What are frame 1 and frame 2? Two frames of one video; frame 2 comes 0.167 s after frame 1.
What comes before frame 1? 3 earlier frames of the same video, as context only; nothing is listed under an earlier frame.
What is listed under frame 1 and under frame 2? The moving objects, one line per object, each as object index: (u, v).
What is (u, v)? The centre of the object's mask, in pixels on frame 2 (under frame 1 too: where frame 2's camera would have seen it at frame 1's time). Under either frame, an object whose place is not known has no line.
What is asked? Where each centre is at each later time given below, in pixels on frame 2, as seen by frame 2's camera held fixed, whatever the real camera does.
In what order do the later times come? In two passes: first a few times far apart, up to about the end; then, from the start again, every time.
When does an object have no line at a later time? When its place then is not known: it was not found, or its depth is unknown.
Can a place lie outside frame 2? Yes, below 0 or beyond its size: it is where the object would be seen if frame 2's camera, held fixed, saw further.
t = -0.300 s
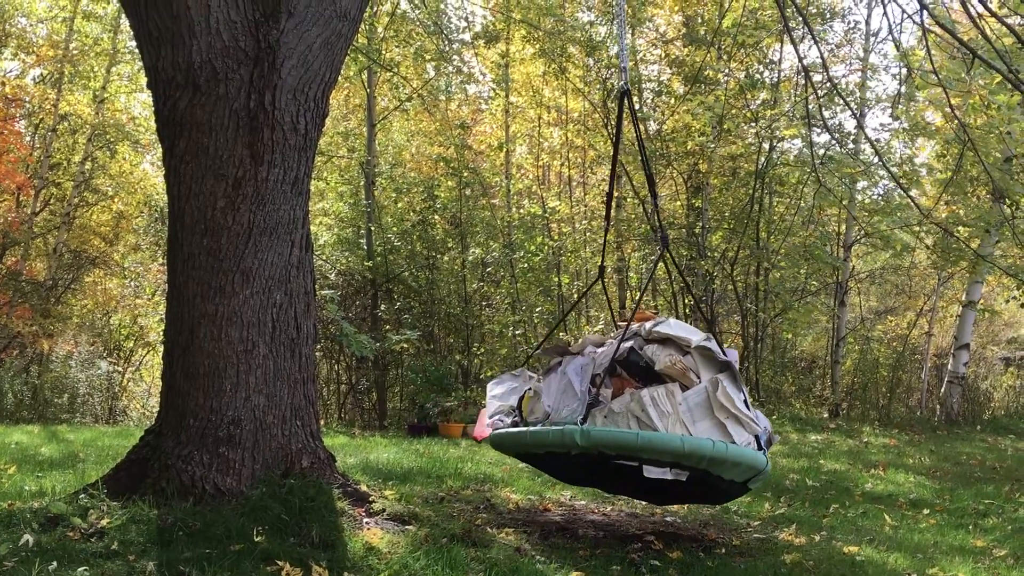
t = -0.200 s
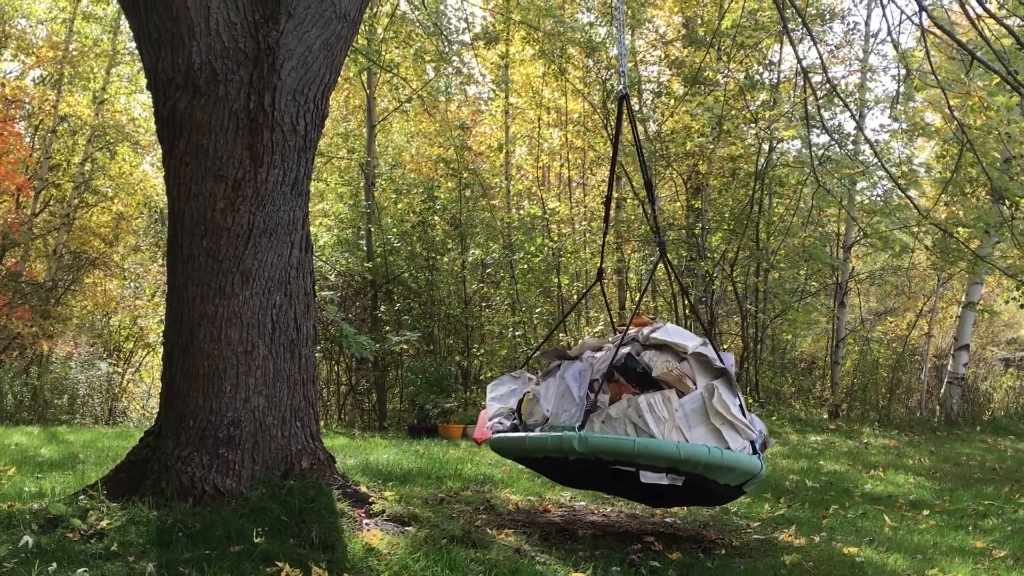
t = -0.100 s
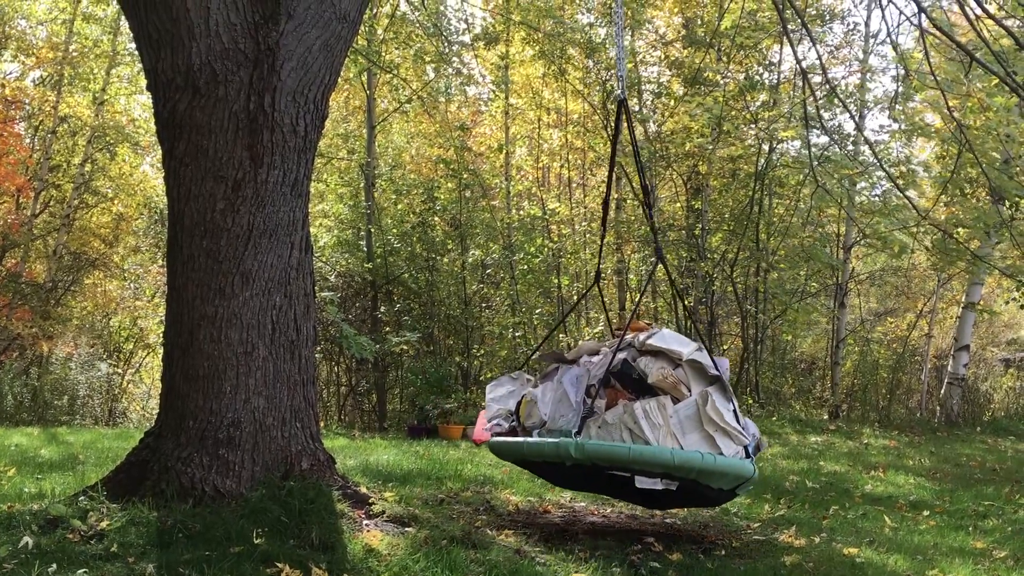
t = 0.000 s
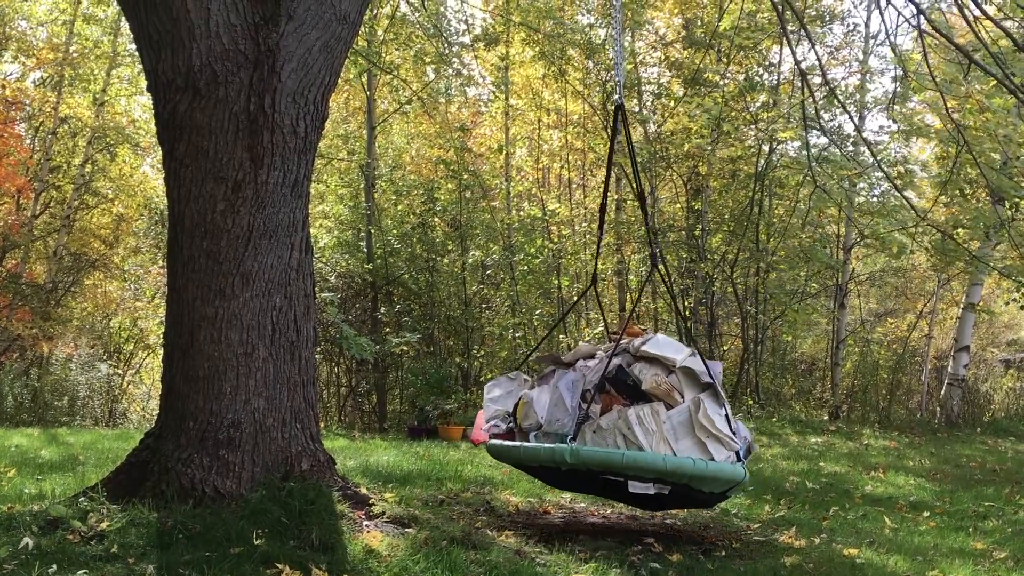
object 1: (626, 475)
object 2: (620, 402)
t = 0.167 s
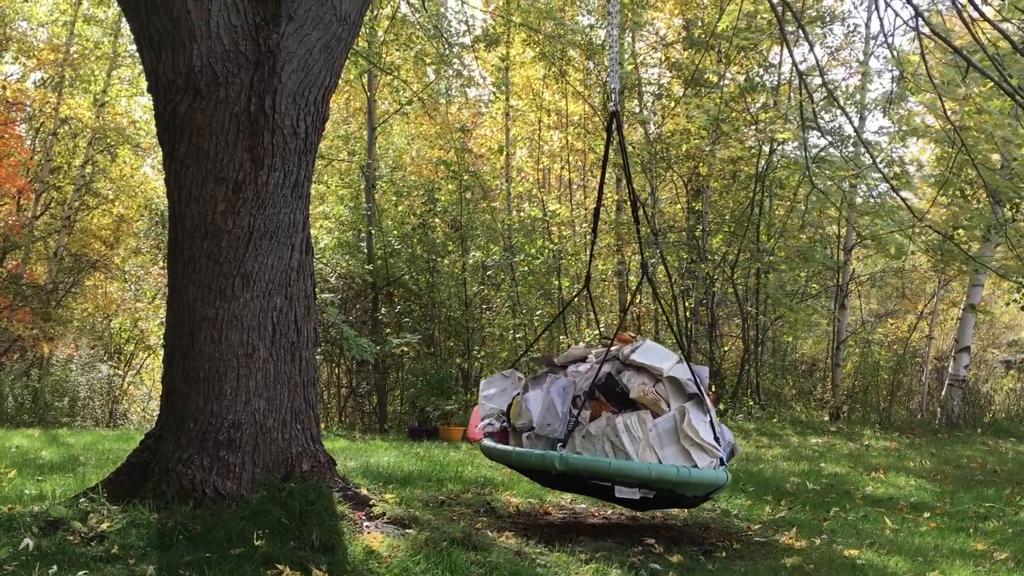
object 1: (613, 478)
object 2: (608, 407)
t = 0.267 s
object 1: (605, 478)
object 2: (601, 407)
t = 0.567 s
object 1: (576, 469)
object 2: (571, 404)
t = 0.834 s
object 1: (554, 460)
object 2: (559, 397)
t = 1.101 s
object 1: (540, 457)
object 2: (543, 395)
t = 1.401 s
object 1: (540, 463)
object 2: (546, 399)
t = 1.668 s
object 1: (552, 472)
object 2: (554, 404)
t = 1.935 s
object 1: (571, 476)
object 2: (572, 405)
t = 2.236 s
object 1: (600, 472)
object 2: (599, 397)
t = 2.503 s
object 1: (624, 465)
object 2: (622, 388)
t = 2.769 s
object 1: (639, 463)
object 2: (635, 386)
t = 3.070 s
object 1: (639, 470)
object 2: (633, 395)
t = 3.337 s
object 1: (623, 477)
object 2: (618, 405)
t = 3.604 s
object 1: (600, 477)
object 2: (596, 408)
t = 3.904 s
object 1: (570, 468)
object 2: (571, 403)
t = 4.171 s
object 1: (548, 460)
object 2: (549, 397)
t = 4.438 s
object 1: (538, 458)
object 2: (546, 396)
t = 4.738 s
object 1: (539, 465)
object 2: (545, 400)
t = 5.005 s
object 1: (553, 474)
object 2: (550, 405)
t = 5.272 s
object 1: (575, 476)
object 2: (576, 405)
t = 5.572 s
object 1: (606, 471)
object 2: (605, 396)
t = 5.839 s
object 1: (630, 465)
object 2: (627, 388)
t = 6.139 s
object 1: (643, 466)
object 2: (638, 389)
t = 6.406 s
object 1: (638, 473)
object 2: (632, 398)
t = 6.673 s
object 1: (619, 478)
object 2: (615, 406)
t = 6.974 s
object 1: (590, 475)
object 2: (588, 407)
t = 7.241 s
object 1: (563, 466)
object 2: (566, 402)
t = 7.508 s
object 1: (543, 460)
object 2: (545, 397)
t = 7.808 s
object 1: (533, 460)
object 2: (542, 398)
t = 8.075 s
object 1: (538, 467)
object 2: (543, 402)
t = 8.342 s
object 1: (555, 475)
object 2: (558, 406)
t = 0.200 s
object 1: (610, 478)
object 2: (606, 407)
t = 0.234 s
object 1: (607, 478)
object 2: (602, 407)
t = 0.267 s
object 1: (605, 478)
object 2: (601, 407)
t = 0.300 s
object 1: (601, 477)
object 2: (598, 408)
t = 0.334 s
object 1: (598, 477)
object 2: (594, 408)
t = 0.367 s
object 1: (595, 476)
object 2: (592, 407)
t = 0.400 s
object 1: (592, 475)
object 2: (589, 407)
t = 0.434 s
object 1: (588, 474)
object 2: (586, 407)
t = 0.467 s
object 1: (585, 472)
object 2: (584, 406)
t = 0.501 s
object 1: (583, 472)
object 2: (576, 405)
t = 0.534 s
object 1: (579, 471)
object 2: (573, 405)
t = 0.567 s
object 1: (576, 469)
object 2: (571, 404)
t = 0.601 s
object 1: (572, 468)
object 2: (569, 403)
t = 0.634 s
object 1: (570, 467)
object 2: (566, 402)
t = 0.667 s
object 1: (567, 466)
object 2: (569, 401)
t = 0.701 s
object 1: (565, 465)
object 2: (561, 400)
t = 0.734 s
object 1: (562, 464)
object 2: (565, 400)
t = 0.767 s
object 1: (559, 463)
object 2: (563, 399)
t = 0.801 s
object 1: (556, 461)
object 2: (561, 398)
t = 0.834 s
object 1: (554, 460)
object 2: (559, 397)
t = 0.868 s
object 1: (551, 460)
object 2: (557, 397)
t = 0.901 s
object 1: (550, 459)
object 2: (550, 396)
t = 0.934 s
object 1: (548, 458)
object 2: (554, 396)
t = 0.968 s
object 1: (546, 458)
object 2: (548, 395)
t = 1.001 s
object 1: (544, 457)
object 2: (546, 395)
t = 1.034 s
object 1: (543, 457)
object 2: (545, 394)
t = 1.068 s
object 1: (542, 457)
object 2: (544, 395)
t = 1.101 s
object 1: (540, 457)
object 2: (543, 395)
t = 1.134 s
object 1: (540, 457)
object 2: (548, 395)
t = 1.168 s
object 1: (539, 457)
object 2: (542, 395)
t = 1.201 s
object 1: (538, 458)
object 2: (547, 396)
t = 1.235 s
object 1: (538, 458)
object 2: (547, 396)
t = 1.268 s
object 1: (538, 459)
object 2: (546, 396)
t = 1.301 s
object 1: (538, 460)
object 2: (546, 397)
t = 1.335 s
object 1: (537, 460)
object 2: (546, 398)
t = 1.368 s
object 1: (539, 462)
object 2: (540, 398)
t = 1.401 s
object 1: (540, 463)
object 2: (546, 399)
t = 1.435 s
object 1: (540, 463)
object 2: (546, 400)
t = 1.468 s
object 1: (540, 464)
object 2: (547, 400)
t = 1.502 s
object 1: (543, 466)
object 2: (548, 401)
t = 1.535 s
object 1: (544, 467)
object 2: (549, 402)
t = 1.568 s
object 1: (546, 468)
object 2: (544, 402)
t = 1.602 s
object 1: (547, 469)
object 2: (551, 403)
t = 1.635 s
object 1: (549, 470)
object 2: (552, 404)
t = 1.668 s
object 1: (552, 472)
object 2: (554, 404)
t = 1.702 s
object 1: (553, 473)
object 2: (555, 405)
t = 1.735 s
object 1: (555, 473)
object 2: (558, 405)
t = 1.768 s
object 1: (558, 474)
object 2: (559, 406)
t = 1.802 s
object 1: (560, 475)
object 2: (562, 406)
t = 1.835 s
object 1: (563, 475)
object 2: (563, 406)
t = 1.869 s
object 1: (566, 476)
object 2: (567, 406)
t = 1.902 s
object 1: (568, 476)
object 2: (569, 405)
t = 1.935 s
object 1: (571, 476)
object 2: (572, 405)
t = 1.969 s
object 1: (573, 476)
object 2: (575, 405)
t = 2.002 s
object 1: (576, 476)
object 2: (577, 404)
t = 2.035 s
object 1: (580, 476)
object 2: (580, 403)
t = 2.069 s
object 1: (583, 475)
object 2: (583, 403)
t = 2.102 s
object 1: (586, 475)
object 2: (586, 402)
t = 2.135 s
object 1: (589, 474)
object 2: (590, 401)
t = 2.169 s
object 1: (593, 473)
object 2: (593, 400)
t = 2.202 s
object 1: (596, 472)
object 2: (596, 398)
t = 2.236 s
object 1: (600, 472)
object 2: (599, 397)
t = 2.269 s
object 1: (603, 471)
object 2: (603, 396)
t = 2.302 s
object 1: (606, 470)
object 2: (605, 395)
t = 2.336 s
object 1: (609, 469)
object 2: (609, 394)
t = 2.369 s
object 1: (613, 468)
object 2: (611, 392)
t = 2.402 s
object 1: (616, 467)
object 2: (615, 391)
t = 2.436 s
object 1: (619, 466)
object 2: (617, 390)
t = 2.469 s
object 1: (622, 466)
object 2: (620, 389)
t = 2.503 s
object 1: (624, 465)
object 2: (622, 388)
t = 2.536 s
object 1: (627, 464)
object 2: (624, 387)
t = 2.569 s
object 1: (629, 464)
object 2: (626, 386)
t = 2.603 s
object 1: (631, 463)
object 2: (628, 386)
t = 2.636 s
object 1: (633, 463)
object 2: (630, 385)
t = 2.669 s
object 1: (635, 463)
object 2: (631, 385)
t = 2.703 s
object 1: (637, 463)
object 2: (633, 385)
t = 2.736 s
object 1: (638, 463)
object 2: (634, 386)
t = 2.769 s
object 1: (639, 463)
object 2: (635, 386)
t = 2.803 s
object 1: (640, 464)
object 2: (636, 387)
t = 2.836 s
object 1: (641, 464)
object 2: (636, 387)
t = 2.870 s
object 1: (641, 465)
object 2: (636, 388)
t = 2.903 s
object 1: (642, 466)
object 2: (636, 389)
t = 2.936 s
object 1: (641, 466)
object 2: (636, 390)
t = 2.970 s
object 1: (641, 467)
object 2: (636, 391)
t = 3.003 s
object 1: (640, 468)
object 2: (635, 392)
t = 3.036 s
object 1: (640, 469)
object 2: (635, 394)
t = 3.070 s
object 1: (639, 470)
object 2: (633, 395)
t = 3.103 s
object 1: (637, 471)
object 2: (631, 396)
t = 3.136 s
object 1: (636, 472)
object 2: (630, 398)
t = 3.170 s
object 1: (634, 473)
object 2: (628, 399)
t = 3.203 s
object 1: (632, 474)
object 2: (627, 400)
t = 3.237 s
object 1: (631, 475)
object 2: (624, 402)
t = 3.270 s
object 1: (628, 476)
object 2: (622, 403)
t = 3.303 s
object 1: (625, 477)
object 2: (620, 404)
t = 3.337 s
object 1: (623, 477)
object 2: (618, 405)
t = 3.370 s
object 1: (620, 478)
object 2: (616, 405)
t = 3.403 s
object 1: (617, 478)
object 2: (613, 406)
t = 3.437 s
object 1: (614, 478)
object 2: (610, 407)
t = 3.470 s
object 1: (612, 478)
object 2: (607, 407)
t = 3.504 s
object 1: (609, 478)
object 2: (605, 408)
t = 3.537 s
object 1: (606, 478)
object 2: (602, 408)
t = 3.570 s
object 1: (603, 478)
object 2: (599, 408)
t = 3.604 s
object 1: (600, 477)
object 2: (596, 408)
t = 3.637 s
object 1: (596, 477)
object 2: (594, 408)
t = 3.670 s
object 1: (593, 475)
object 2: (591, 408)
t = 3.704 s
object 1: (590, 475)
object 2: (587, 407)
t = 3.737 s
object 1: (587, 475)
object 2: (586, 407)
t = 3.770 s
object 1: (583, 473)
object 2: (582, 406)
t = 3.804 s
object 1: (580, 472)
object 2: (579, 405)
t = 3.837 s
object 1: (576, 470)
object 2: (571, 404)
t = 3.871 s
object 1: (572, 469)
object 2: (575, 404)
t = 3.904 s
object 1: (570, 468)
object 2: (571, 403)
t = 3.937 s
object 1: (567, 467)
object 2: (564, 402)
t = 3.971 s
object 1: (565, 466)
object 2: (567, 402)
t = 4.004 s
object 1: (562, 465)
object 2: (559, 401)
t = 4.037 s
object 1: (558, 464)
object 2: (557, 400)
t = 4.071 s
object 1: (555, 463)
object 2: (555, 399)
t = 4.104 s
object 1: (553, 462)
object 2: (553, 398)
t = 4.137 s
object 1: (550, 461)
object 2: (551, 398)
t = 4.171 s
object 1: (548, 460)
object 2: (549, 397)
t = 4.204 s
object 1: (547, 459)
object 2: (548, 396)
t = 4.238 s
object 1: (544, 459)
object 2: (552, 396)
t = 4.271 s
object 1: (543, 458)
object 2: (545, 396)
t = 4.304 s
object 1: (542, 458)
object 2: (544, 395)
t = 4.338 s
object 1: (540, 458)
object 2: (543, 395)
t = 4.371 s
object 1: (539, 458)
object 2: (547, 396)
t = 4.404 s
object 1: (538, 458)
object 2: (546, 396)
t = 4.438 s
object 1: (538, 458)
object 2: (546, 396)
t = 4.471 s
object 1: (537, 459)
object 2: (545, 396)
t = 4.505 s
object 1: (536, 459)
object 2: (544, 396)
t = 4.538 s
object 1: (536, 460)
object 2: (544, 397)
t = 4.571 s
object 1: (536, 460)
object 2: (544, 397)
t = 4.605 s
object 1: (536, 461)
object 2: (544, 398)
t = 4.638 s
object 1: (536, 462)
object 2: (544, 399)
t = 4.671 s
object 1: (537, 463)
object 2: (544, 399)
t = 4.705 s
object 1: (538, 464)
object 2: (544, 400)
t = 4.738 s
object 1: (539, 465)
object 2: (545, 400)
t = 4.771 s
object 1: (540, 466)
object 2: (540, 401)
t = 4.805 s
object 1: (541, 467)
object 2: (546, 402)
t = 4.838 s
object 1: (542, 468)
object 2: (547, 402)
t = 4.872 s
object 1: (544, 469)
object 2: (548, 403)
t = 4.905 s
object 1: (546, 470)
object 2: (550, 404)
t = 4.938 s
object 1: (549, 472)
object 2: (546, 404)
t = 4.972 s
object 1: (551, 473)
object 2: (553, 405)
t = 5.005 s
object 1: (553, 474)
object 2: (550, 405)
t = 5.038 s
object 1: (555, 475)
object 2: (558, 406)
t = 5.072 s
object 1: (558, 475)
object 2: (559, 406)
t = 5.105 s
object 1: (560, 476)
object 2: (562, 406)
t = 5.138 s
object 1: (563, 476)
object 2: (564, 406)
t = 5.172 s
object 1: (566, 476)
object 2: (566, 406)
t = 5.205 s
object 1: (569, 477)
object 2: (570, 406)
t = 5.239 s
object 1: (572, 476)
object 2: (573, 405)
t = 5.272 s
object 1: (575, 476)
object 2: (576, 405)
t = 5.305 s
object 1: (578, 476)
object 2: (578, 404)
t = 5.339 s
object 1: (581, 476)
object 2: (582, 403)
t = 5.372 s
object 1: (585, 475)
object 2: (585, 402)
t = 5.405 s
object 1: (589, 475)
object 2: (589, 401)
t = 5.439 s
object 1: (592, 474)
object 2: (592, 400)
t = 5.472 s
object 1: (595, 473)
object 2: (595, 399)
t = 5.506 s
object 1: (599, 472)
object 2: (599, 398)
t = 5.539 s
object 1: (602, 471)
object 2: (602, 397)
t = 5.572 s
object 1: (606, 471)
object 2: (605, 396)
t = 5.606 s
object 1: (609, 470)
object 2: (608, 395)
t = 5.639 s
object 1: (613, 469)
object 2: (612, 393)
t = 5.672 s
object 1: (616, 468)
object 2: (614, 392)
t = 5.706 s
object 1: (619, 468)
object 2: (617, 391)
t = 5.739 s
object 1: (622, 467)
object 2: (619, 390)
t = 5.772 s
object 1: (625, 466)
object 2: (622, 389)
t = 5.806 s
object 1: (628, 465)
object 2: (625, 389)
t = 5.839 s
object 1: (630, 465)
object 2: (627, 388)
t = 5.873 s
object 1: (633, 465)
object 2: (629, 388)
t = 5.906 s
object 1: (635, 464)
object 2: (632, 387)
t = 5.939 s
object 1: (637, 464)
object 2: (633, 387)
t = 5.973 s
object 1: (639, 464)
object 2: (634, 387)
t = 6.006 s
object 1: (640, 464)
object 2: (635, 387)
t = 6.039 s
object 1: (641, 464)
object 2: (637, 388)
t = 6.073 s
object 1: (642, 465)
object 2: (638, 388)
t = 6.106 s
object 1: (643, 465)
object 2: (638, 388)
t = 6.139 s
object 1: (643, 466)
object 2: (638, 389)
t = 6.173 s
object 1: (643, 466)
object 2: (639, 390)
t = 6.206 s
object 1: (643, 467)
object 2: (638, 391)
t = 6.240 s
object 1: (643, 468)
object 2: (638, 392)
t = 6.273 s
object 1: (643, 469)
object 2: (637, 393)
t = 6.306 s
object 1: (642, 470)
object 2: (636, 394)
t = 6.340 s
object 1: (640, 471)
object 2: (635, 395)
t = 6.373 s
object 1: (639, 471)
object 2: (634, 397)
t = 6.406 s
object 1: (638, 473)
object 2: (632, 398)
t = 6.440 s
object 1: (636, 474)
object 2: (631, 399)
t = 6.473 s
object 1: (634, 474)
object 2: (629, 401)
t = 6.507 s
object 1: (632, 475)
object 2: (627, 402)
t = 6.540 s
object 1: (630, 476)
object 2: (625, 403)
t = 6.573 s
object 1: (628, 477)
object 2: (622, 404)
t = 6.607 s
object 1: (625, 477)
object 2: (620, 405)
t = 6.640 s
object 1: (622, 478)
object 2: (617, 406)
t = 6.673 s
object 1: (619, 478)
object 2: (615, 406)
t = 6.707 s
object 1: (617, 478)
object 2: (612, 407)
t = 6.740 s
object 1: (613, 478)
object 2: (609, 407)
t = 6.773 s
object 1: (610, 478)
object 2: (607, 408)
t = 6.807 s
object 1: (607, 478)
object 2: (603, 408)
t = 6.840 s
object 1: (604, 478)
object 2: (600, 408)
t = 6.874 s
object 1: (601, 478)
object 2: (597, 408)
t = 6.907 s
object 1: (597, 477)
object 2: (594, 408)
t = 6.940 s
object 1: (594, 476)
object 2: (591, 408)
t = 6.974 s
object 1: (590, 475)
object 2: (588, 407)
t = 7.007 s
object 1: (587, 474)
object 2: (585, 407)
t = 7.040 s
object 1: (583, 473)
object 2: (582, 406)
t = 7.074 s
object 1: (580, 472)
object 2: (579, 406)
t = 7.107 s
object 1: (577, 471)
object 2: (571, 405)
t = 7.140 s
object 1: (573, 470)
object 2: (574, 405)
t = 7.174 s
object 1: (569, 469)
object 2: (566, 404)
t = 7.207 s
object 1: (567, 468)
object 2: (569, 403)
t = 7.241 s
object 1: (563, 466)
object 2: (566, 402)
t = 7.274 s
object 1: (561, 465)
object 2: (558, 401)
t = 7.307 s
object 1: (558, 465)
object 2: (561, 400)
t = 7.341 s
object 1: (555, 464)
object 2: (559, 400)
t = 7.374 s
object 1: (553, 463)
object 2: (552, 399)
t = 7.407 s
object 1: (550, 462)
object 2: (555, 399)
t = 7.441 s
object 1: (547, 461)
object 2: (548, 398)
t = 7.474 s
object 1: (545, 460)
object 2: (546, 397)
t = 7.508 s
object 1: (543, 460)
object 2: (545, 397)
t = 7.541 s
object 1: (541, 459)
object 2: (543, 396)
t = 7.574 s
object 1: (539, 459)
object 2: (547, 397)
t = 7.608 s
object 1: (538, 459)
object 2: (546, 396)
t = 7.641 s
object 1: (537, 459)
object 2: (545, 396)
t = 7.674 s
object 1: (536, 459)
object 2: (544, 396)
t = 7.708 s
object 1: (536, 459)
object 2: (543, 396)
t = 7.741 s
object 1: (534, 459)
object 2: (543, 397)
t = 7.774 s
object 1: (533, 460)
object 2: (542, 397)
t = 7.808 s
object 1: (533, 460)
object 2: (542, 398)
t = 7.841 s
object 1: (532, 460)
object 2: (541, 398)
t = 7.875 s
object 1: (533, 461)
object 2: (541, 398)
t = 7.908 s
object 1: (533, 462)
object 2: (541, 399)
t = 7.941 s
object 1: (534, 463)
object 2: (542, 400)
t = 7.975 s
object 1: (535, 464)
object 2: (542, 400)
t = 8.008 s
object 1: (536, 465)
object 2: (542, 401)
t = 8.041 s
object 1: (537, 466)
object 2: (537, 401)
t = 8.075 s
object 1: (538, 467)
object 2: (543, 402)
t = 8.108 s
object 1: (540, 468)
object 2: (545, 403)
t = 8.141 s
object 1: (542, 469)
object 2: (540, 402)
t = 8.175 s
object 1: (544, 470)
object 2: (542, 403)
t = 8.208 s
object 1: (546, 471)
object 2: (550, 404)
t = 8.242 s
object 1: (548, 472)
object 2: (551, 405)
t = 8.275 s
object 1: (551, 473)
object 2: (553, 405)
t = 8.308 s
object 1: (553, 474)
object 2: (550, 405)
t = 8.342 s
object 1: (555, 475)
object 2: (558, 406)
